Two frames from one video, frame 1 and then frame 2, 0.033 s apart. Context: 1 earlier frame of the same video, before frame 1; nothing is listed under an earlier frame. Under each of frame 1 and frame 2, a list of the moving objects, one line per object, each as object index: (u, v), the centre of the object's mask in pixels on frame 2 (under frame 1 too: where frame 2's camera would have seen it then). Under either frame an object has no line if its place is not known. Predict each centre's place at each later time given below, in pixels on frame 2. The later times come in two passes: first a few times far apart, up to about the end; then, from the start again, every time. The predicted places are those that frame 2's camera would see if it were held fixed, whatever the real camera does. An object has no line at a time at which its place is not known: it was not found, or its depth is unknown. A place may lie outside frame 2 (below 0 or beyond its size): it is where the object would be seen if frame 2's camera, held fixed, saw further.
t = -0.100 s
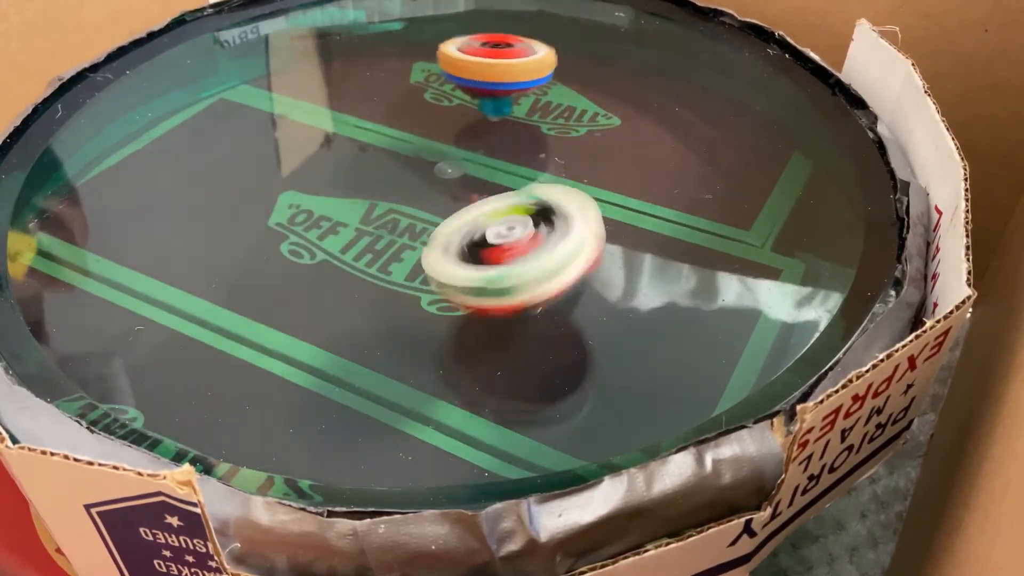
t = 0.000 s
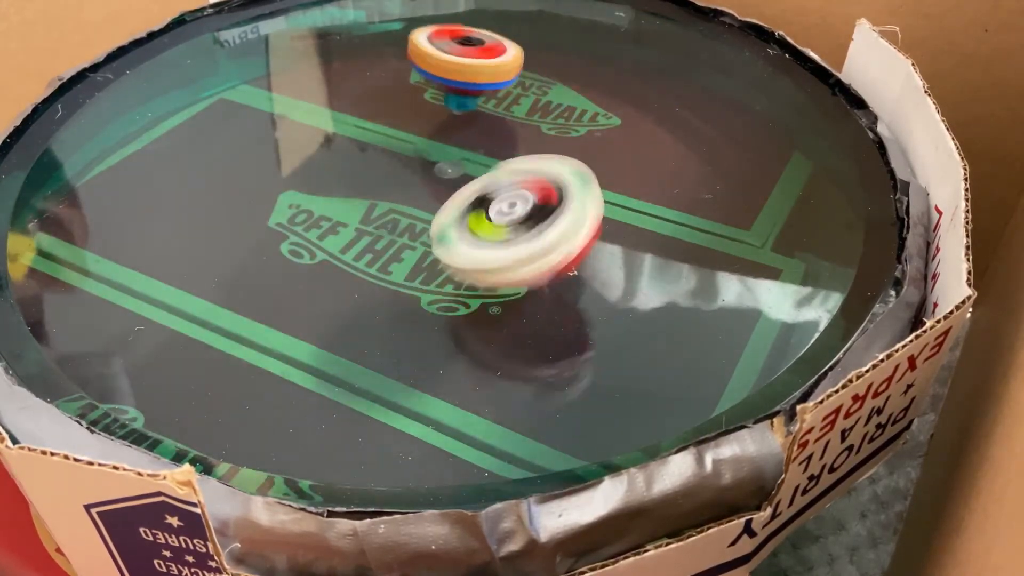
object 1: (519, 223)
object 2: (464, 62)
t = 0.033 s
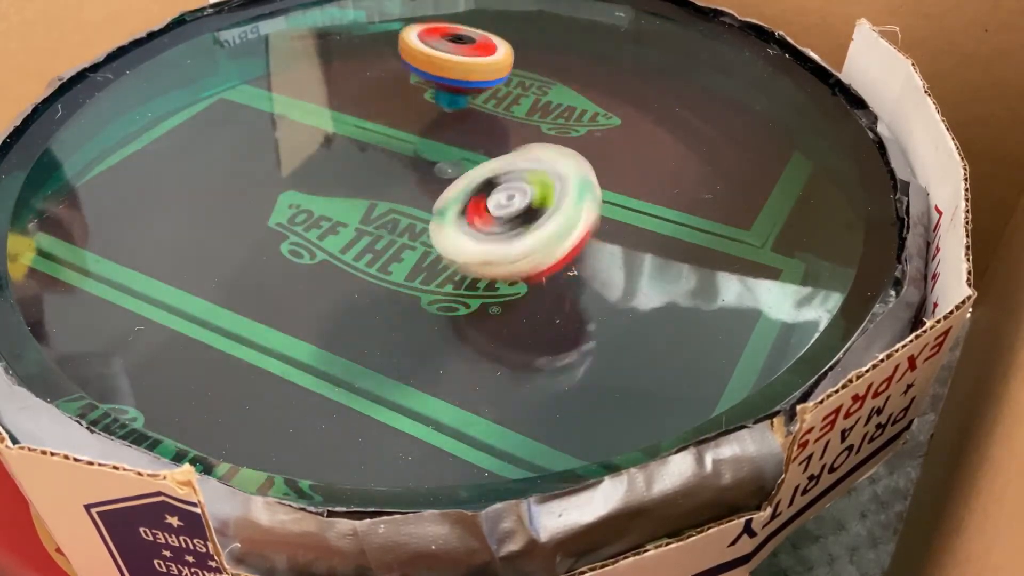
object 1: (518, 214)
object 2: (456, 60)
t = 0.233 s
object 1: (469, 178)
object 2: (436, 39)
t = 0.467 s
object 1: (384, 174)
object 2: (458, 37)
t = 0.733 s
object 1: (311, 221)
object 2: (464, 62)
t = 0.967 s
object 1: (330, 275)
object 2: (419, 76)
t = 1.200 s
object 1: (415, 285)
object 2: (407, 65)
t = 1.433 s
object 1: (490, 243)
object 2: (425, 69)
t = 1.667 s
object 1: (487, 189)
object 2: (420, 89)
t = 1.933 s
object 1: (410, 165)
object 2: (407, 71)
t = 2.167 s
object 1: (334, 187)
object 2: (423, 84)
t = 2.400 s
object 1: (310, 237)
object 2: (421, 102)
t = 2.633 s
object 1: (359, 264)
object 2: (410, 99)
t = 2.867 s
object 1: (438, 248)
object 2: (423, 97)
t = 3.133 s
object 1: (474, 193)
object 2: (418, 109)
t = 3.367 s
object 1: (461, 188)
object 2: (401, 59)
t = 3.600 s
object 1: (415, 187)
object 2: (424, 55)
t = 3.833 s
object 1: (381, 169)
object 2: (421, 79)
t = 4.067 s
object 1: (367, 144)
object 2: (420, 64)
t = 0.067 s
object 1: (512, 206)
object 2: (449, 56)
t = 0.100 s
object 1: (506, 200)
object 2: (443, 53)
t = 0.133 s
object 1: (498, 192)
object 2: (439, 49)
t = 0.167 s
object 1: (490, 188)
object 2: (436, 45)
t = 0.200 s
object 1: (480, 181)
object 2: (436, 41)
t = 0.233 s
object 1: (469, 178)
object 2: (436, 39)
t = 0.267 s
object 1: (458, 174)
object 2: (438, 38)
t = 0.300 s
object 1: (446, 172)
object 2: (441, 37)
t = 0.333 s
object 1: (434, 171)
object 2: (444, 36)
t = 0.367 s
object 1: (421, 170)
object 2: (447, 36)
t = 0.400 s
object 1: (409, 171)
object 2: (451, 35)
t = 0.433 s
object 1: (397, 171)
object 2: (455, 36)
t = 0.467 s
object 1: (384, 174)
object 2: (458, 37)
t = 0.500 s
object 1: (372, 177)
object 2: (463, 38)
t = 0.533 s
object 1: (360, 181)
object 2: (465, 40)
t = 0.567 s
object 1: (349, 187)
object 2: (468, 42)
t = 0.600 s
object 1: (338, 192)
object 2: (470, 46)
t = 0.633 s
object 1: (329, 199)
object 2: (470, 50)
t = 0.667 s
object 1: (322, 205)
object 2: (470, 54)
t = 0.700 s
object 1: (314, 215)
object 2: (467, 58)
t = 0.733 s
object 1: (311, 221)
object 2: (464, 62)
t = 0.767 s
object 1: (307, 231)
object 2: (459, 66)
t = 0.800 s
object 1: (307, 240)
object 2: (453, 69)
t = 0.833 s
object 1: (307, 247)
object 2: (445, 72)
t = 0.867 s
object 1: (310, 257)
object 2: (439, 74)
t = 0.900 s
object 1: (314, 262)
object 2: (432, 75)
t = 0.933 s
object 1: (322, 270)
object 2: (424, 75)
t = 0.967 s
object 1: (330, 275)
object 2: (419, 76)
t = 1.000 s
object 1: (337, 280)
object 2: (414, 74)
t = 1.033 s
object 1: (350, 285)
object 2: (409, 73)
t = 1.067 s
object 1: (359, 286)
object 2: (406, 71)
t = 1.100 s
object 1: (373, 289)
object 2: (404, 70)
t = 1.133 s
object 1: (388, 288)
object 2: (405, 67)
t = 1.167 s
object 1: (398, 287)
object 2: (406, 66)
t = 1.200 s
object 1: (415, 285)
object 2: (407, 65)
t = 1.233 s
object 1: (425, 281)
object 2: (409, 64)
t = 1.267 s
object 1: (439, 278)
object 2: (411, 63)
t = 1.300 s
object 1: (455, 271)
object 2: (413, 64)
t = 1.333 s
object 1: (463, 266)
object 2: (416, 64)
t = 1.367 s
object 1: (475, 258)
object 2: (419, 64)
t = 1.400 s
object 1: (483, 250)
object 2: (422, 68)
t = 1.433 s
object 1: (490, 243)
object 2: (425, 69)
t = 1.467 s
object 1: (497, 233)
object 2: (427, 72)
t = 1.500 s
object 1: (498, 226)
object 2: (429, 75)
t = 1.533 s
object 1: (501, 217)
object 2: (430, 78)
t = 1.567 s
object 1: (499, 209)
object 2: (428, 81)
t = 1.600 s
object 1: (497, 202)
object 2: (427, 85)
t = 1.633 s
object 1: (493, 194)
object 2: (425, 87)
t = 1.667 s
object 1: (487, 189)
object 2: (420, 89)
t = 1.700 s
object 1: (481, 182)
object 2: (418, 91)
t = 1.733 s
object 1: (472, 178)
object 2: (413, 89)
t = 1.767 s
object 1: (463, 175)
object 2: (409, 87)
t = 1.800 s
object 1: (453, 169)
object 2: (406, 83)
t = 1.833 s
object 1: (443, 168)
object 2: (403, 79)
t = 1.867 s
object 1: (433, 167)
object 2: (402, 77)
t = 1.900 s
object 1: (421, 166)
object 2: (403, 74)
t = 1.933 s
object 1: (410, 165)
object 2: (407, 71)
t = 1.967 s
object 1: (398, 165)
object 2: (409, 73)
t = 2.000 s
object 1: (386, 167)
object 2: (413, 74)
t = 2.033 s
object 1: (376, 168)
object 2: (414, 75)
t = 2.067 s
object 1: (363, 172)
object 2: (416, 77)
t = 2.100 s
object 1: (353, 176)
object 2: (417, 79)
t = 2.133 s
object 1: (343, 180)
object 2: (419, 82)
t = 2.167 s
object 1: (334, 187)
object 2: (423, 84)
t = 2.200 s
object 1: (327, 192)
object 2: (424, 87)
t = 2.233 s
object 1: (320, 200)
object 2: (426, 90)
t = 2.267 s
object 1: (315, 208)
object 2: (427, 92)
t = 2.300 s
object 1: (311, 214)
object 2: (427, 95)
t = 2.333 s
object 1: (309, 223)
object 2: (425, 98)
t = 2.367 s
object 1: (311, 229)
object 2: (424, 100)
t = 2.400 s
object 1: (310, 237)
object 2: (421, 102)
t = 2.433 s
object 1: (315, 244)
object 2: (417, 103)
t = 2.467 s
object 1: (317, 248)
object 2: (414, 104)
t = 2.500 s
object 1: (324, 255)
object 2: (412, 104)
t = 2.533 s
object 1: (332, 258)
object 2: (410, 103)
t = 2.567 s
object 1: (338, 262)
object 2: (410, 102)
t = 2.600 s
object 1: (349, 265)
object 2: (410, 100)
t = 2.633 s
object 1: (359, 264)
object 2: (410, 99)
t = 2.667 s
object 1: (369, 267)
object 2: (411, 96)
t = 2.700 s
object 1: (382, 266)
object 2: (412, 96)
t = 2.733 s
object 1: (391, 264)
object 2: (414, 95)
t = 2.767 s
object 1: (403, 262)
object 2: (415, 95)
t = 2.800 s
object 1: (417, 257)
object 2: (417, 95)
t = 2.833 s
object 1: (425, 254)
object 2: (419, 97)
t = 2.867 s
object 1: (438, 248)
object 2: (423, 97)
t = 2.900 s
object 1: (447, 241)
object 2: (424, 99)
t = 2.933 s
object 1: (456, 236)
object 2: (423, 102)
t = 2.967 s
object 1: (463, 228)
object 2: (425, 105)
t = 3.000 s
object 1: (469, 221)
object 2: (424, 107)
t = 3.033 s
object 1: (472, 214)
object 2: (423, 110)
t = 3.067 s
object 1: (475, 205)
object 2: (422, 110)
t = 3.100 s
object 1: (475, 199)
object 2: (421, 111)
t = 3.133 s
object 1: (474, 193)
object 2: (418, 109)
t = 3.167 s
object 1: (469, 186)
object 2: (416, 108)
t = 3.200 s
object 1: (466, 181)
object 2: (413, 102)
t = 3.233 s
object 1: (465, 179)
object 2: (408, 95)
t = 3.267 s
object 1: (469, 184)
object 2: (406, 87)
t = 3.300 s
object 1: (470, 188)
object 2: (403, 76)
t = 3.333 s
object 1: (468, 187)
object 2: (401, 66)
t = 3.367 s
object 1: (461, 188)
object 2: (401, 59)
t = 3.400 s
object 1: (454, 190)
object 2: (402, 54)
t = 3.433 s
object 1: (445, 189)
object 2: (404, 51)
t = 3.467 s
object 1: (439, 191)
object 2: (407, 49)
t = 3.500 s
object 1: (434, 190)
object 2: (412, 48)
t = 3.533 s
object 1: (424, 189)
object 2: (415, 51)
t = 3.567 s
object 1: (420, 189)
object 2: (419, 52)
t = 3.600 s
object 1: (415, 187)
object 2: (424, 55)
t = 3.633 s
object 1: (407, 185)
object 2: (428, 60)
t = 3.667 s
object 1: (404, 183)
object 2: (431, 65)
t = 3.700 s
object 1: (399, 180)
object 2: (433, 70)
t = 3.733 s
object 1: (392, 178)
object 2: (433, 76)
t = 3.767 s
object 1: (390, 176)
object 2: (430, 79)
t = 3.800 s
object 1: (385, 172)
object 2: (426, 80)
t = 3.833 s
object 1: (381, 169)
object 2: (421, 79)
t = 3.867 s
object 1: (380, 167)
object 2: (417, 79)
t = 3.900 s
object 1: (376, 161)
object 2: (414, 78)
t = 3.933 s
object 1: (373, 159)
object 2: (412, 75)
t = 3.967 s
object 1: (373, 156)
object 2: (413, 73)
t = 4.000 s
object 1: (369, 150)
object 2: (415, 68)
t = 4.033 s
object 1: (366, 148)
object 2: (418, 65)
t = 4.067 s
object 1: (367, 144)
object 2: (420, 64)
